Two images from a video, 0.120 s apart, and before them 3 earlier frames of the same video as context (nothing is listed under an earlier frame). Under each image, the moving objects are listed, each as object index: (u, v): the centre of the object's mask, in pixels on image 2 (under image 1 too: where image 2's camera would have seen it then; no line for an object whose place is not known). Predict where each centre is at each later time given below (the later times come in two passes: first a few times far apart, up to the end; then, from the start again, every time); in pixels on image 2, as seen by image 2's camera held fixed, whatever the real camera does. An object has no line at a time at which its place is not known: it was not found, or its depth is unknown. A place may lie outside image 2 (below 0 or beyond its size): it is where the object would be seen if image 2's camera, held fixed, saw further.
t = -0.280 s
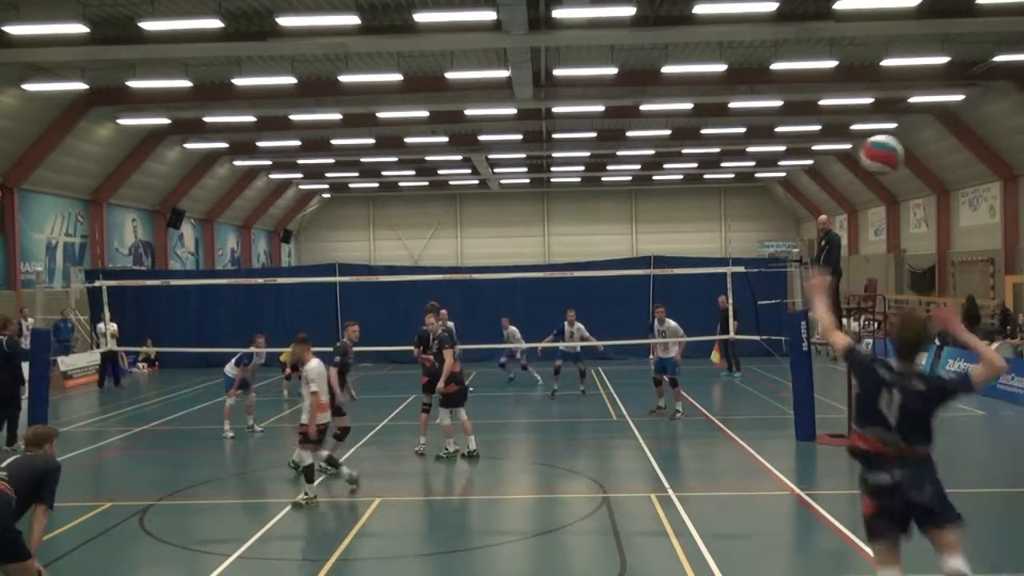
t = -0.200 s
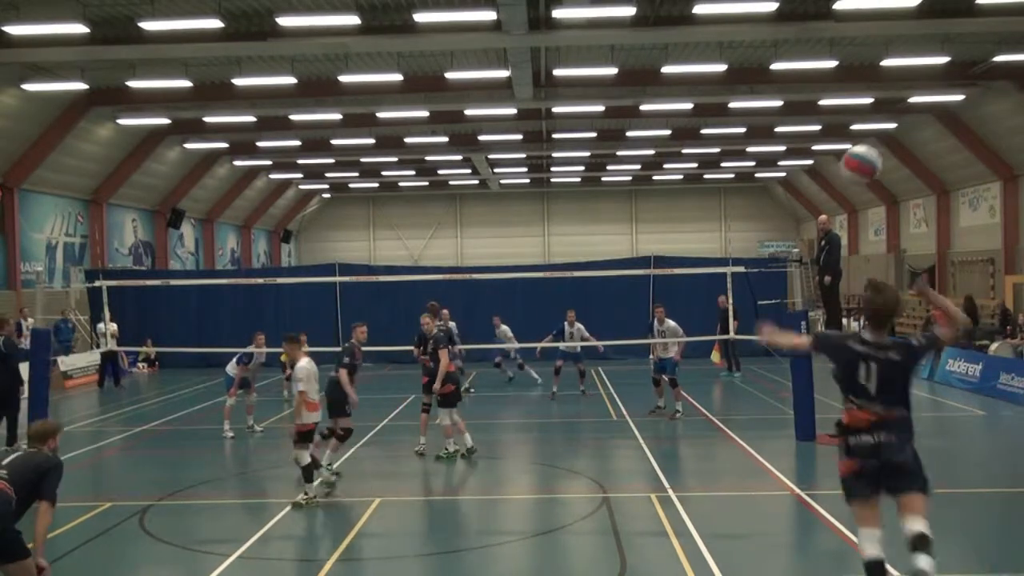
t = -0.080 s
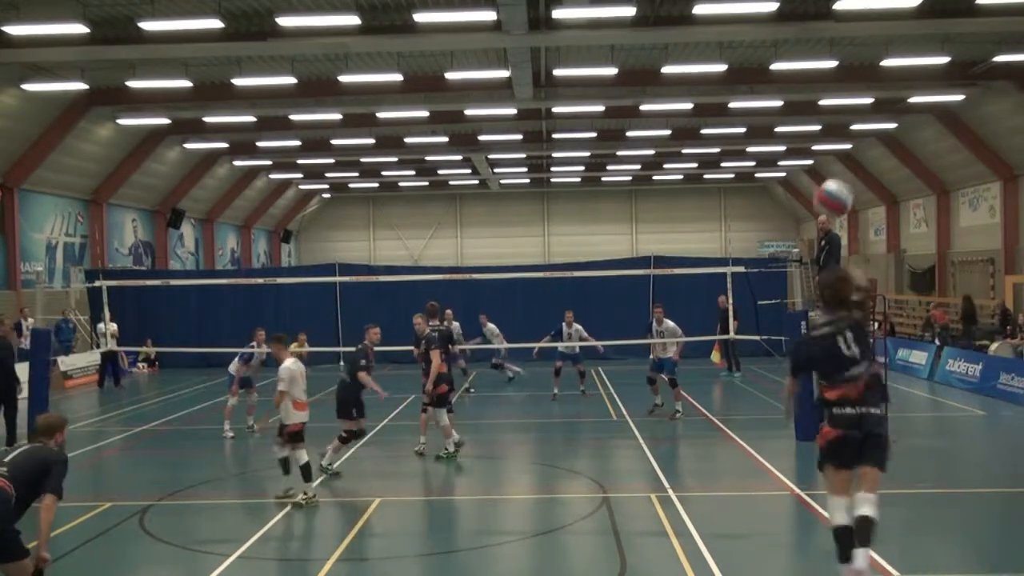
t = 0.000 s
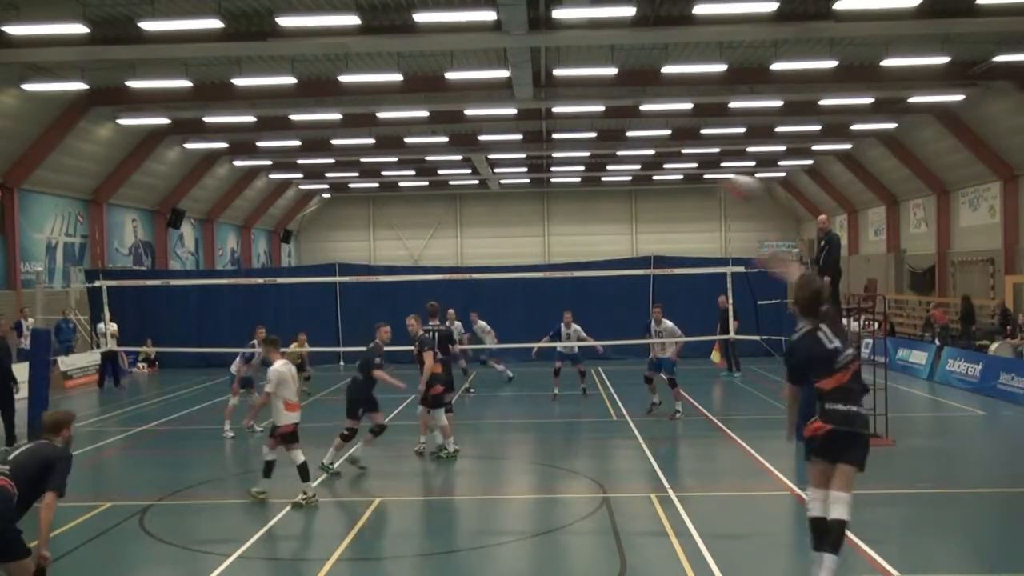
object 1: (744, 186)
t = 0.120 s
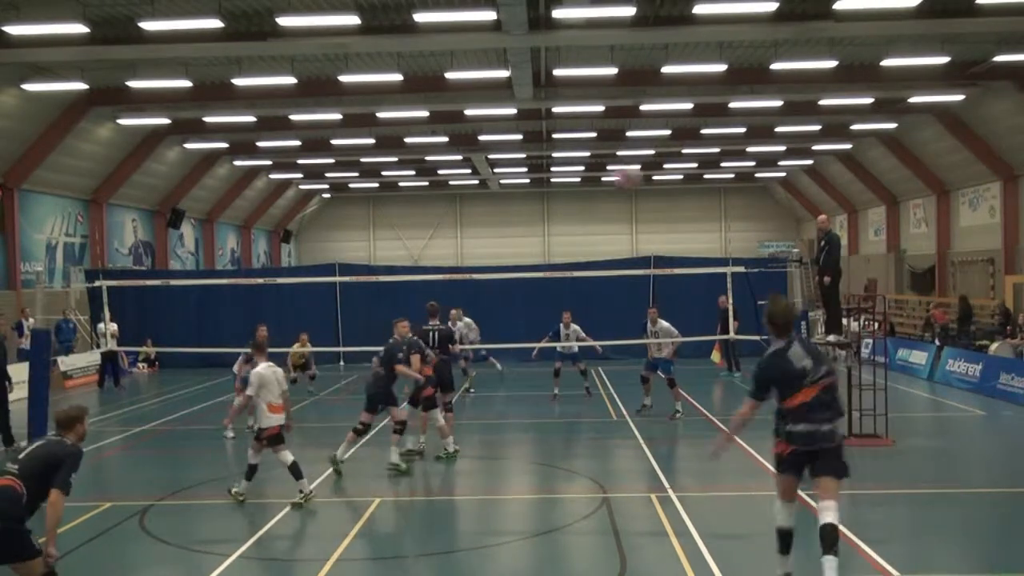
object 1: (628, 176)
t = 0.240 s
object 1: (551, 182)
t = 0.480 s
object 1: (464, 215)
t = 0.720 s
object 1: (413, 269)
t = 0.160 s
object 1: (597, 175)
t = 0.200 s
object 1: (577, 178)
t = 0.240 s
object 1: (551, 182)
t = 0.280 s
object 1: (534, 186)
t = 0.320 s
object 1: (518, 191)
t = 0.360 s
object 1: (503, 196)
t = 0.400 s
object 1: (487, 201)
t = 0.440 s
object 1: (475, 206)
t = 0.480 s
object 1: (464, 215)
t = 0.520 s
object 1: (453, 222)
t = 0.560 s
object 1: (441, 232)
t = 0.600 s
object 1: (435, 241)
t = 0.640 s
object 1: (427, 251)
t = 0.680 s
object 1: (418, 260)
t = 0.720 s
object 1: (413, 269)
